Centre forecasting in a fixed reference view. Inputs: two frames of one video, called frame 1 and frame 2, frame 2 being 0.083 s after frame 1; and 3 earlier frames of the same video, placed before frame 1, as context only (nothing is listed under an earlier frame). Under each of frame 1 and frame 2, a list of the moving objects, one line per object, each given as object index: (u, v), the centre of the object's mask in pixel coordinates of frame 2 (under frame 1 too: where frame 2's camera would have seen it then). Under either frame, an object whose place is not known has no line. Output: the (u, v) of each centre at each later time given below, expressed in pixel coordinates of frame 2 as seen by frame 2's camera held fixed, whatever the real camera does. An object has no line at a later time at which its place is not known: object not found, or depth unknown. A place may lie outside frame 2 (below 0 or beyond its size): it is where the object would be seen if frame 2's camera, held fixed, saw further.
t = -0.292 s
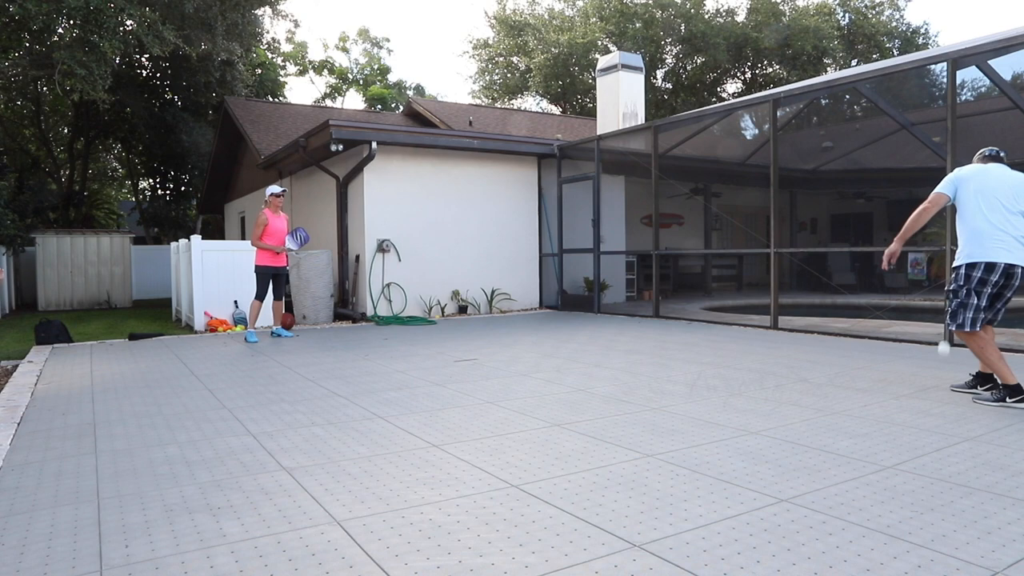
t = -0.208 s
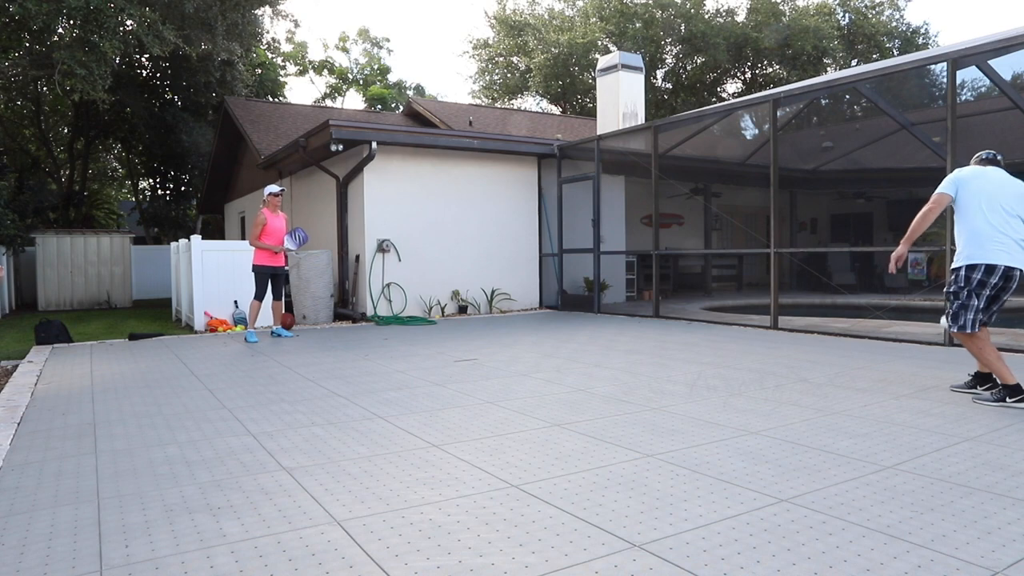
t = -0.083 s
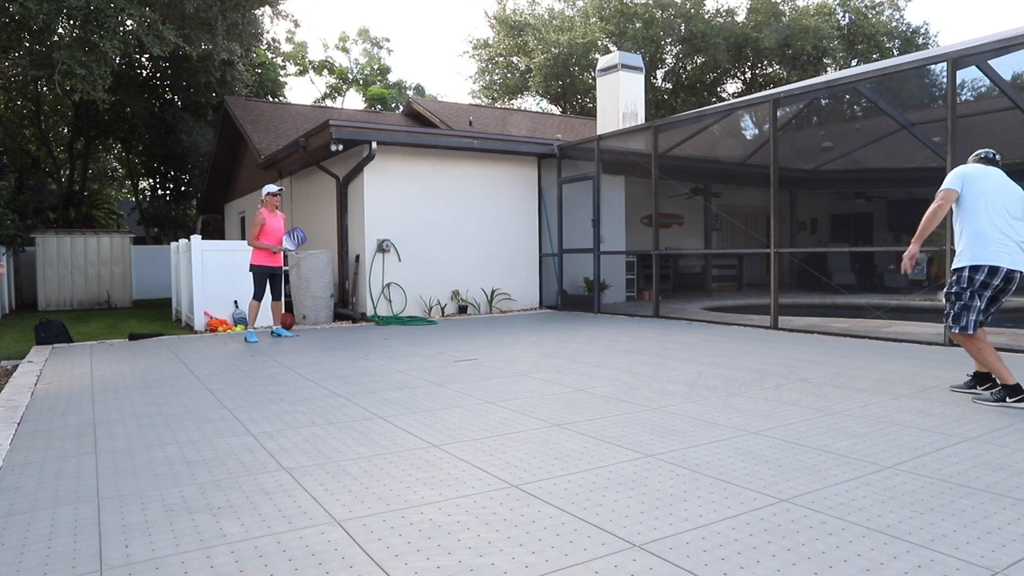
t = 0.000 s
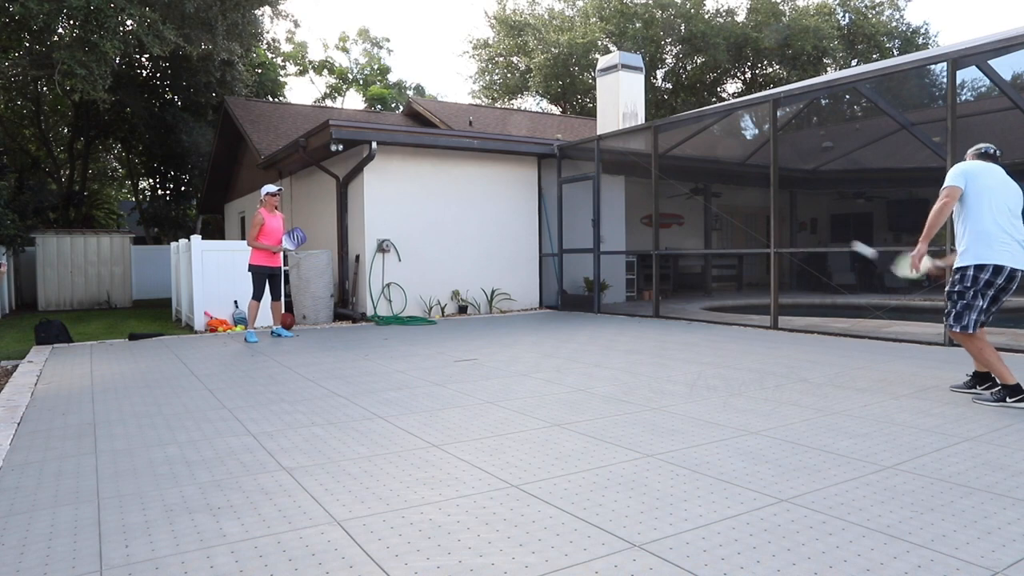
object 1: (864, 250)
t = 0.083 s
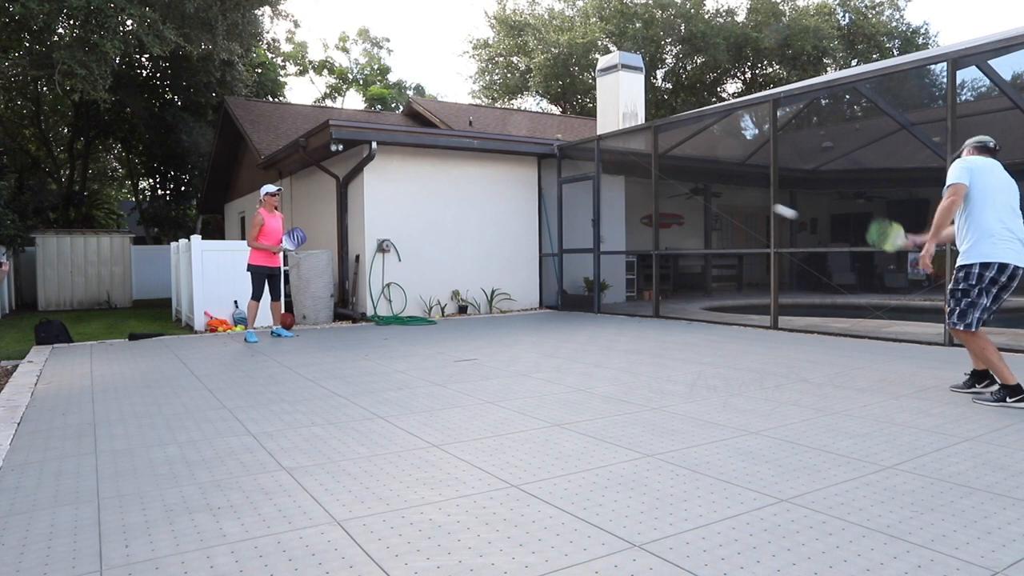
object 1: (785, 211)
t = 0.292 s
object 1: (618, 167)
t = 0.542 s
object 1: (464, 184)
